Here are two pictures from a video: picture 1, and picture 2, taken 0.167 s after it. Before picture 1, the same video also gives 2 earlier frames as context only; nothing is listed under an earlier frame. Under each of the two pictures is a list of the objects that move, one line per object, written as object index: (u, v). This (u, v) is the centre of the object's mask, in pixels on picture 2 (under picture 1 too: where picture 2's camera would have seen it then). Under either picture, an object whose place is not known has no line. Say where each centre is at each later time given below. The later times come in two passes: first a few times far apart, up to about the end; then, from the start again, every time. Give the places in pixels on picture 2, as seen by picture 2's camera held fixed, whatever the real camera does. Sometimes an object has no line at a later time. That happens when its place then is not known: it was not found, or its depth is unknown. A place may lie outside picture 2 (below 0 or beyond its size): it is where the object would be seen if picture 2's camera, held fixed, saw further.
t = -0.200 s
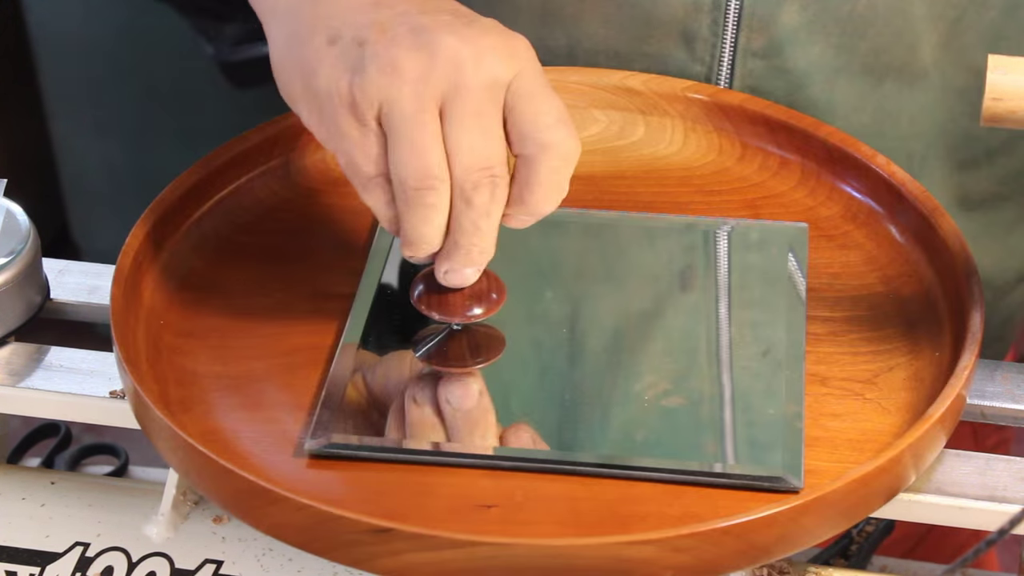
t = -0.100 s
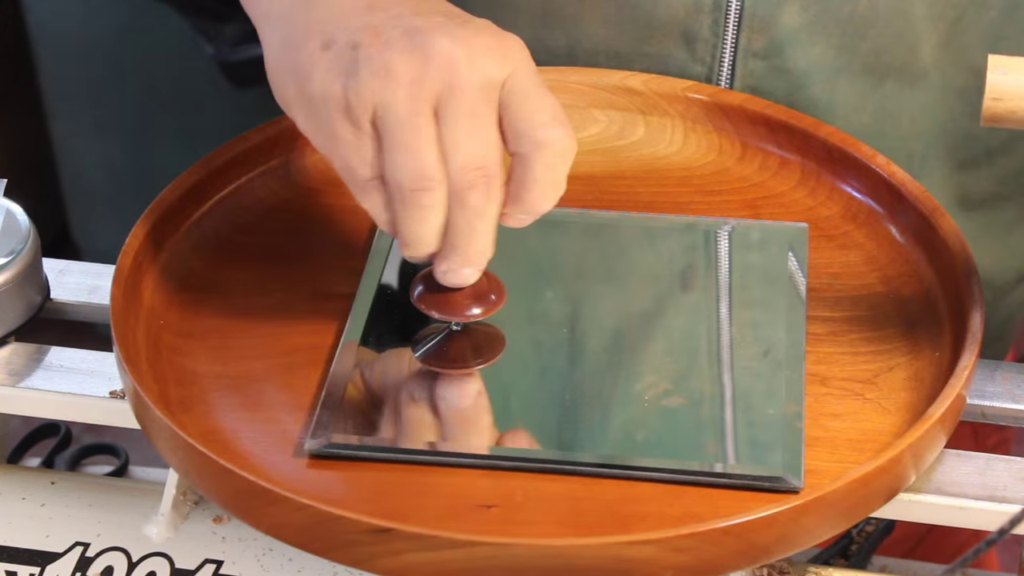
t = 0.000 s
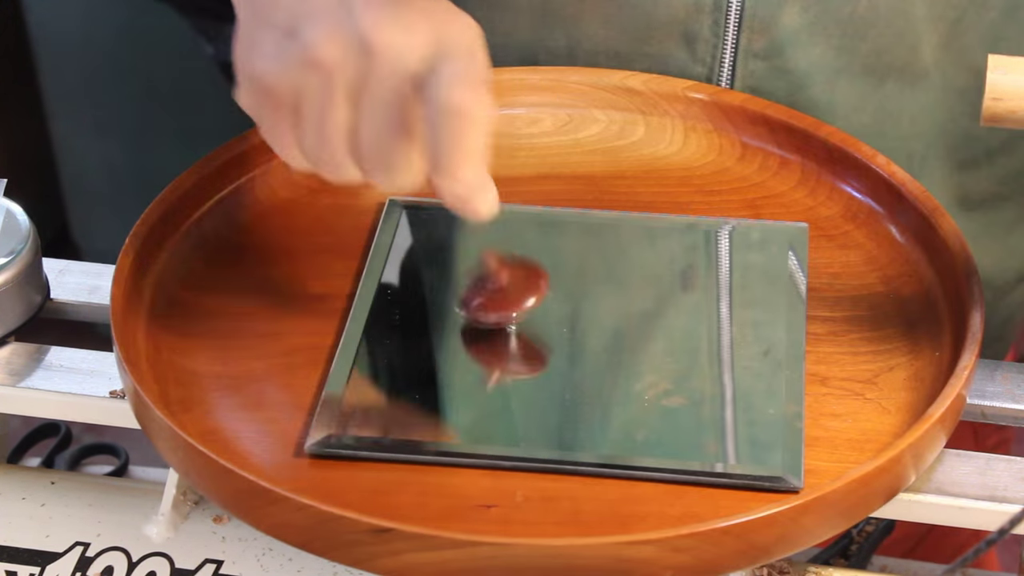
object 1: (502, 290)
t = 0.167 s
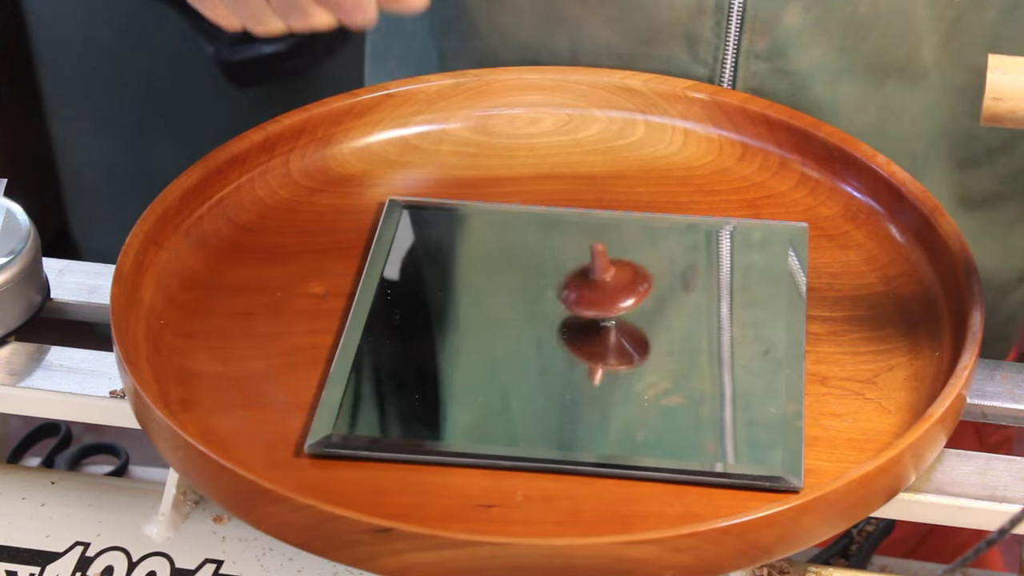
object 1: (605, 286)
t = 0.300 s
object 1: (637, 287)
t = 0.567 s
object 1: (631, 302)
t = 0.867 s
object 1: (604, 308)
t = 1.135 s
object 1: (584, 303)
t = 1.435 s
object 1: (582, 293)
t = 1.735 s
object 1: (599, 292)
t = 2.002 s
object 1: (611, 301)
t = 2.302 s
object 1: (608, 313)
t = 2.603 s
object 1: (592, 319)
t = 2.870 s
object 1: (578, 318)
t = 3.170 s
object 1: (577, 313)
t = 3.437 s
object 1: (586, 313)
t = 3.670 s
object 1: (592, 317)
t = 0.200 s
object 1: (617, 286)
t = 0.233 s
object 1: (626, 285)
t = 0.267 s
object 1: (633, 285)
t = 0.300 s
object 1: (637, 287)
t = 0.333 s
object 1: (638, 289)
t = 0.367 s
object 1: (639, 291)
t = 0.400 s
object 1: (639, 293)
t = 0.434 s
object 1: (638, 295)
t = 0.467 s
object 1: (637, 297)
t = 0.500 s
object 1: (635, 299)
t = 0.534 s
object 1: (633, 301)
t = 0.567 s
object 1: (631, 302)
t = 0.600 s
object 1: (629, 304)
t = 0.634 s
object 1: (627, 305)
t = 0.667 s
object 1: (624, 306)
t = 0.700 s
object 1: (620, 306)
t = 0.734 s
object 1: (617, 307)
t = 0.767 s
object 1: (614, 308)
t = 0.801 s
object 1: (611, 308)
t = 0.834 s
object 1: (608, 307)
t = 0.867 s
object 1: (604, 308)
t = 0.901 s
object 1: (600, 307)
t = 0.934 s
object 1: (597, 307)
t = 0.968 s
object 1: (595, 307)
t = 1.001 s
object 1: (592, 307)
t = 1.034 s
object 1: (590, 305)
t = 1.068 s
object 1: (587, 304)
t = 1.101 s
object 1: (586, 304)
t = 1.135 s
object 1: (584, 303)
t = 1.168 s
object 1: (583, 302)
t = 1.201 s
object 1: (582, 300)
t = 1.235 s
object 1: (580, 299)
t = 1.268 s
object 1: (580, 298)
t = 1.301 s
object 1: (579, 297)
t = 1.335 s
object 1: (580, 296)
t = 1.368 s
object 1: (581, 295)
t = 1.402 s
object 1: (581, 294)
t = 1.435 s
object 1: (582, 293)
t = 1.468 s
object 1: (583, 293)
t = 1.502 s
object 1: (585, 293)
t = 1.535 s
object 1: (587, 292)
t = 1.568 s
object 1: (588, 291)
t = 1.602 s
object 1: (590, 291)
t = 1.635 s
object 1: (592, 292)
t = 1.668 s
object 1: (595, 292)
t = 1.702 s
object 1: (597, 292)
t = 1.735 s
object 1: (599, 292)
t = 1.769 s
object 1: (601, 293)
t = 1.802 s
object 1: (603, 294)
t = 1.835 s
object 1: (605, 295)
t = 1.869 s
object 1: (607, 295)
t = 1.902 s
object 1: (608, 296)
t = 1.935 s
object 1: (609, 298)
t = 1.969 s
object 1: (610, 300)
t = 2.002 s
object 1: (611, 301)
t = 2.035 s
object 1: (612, 302)
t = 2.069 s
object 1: (612, 303)
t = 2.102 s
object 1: (612, 305)
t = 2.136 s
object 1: (612, 306)
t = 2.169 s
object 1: (612, 307)
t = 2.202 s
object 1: (611, 308)
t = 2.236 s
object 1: (609, 310)
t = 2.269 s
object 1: (609, 312)
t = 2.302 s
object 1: (608, 313)
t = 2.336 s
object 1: (607, 313)
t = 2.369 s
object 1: (605, 314)
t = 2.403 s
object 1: (603, 316)
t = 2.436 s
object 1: (602, 317)
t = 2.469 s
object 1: (600, 318)
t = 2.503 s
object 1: (598, 317)
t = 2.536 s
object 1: (595, 318)
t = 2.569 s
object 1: (593, 319)
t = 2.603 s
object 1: (592, 319)
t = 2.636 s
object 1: (590, 319)
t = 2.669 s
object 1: (587, 319)
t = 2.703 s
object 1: (585, 319)
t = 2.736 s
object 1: (583, 319)
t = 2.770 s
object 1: (582, 319)
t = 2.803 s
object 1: (580, 318)
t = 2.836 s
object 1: (578, 318)
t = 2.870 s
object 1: (578, 318)
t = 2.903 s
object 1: (577, 317)
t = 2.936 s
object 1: (577, 316)
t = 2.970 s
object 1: (576, 316)
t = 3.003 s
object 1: (575, 316)
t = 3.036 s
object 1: (576, 315)
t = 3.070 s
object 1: (576, 314)
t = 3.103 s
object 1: (576, 313)
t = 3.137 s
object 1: (576, 313)
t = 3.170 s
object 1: (577, 313)
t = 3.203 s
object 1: (578, 312)
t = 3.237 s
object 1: (578, 312)
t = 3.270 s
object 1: (579, 312)
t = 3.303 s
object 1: (581, 312)
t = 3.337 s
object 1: (583, 311)
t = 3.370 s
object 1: (583, 311)
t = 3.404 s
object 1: (584, 312)
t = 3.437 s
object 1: (586, 313)
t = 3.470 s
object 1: (587, 313)
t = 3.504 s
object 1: (588, 313)
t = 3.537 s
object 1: (589, 314)
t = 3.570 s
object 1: (590, 315)
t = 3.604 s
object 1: (592, 316)
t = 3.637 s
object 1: (592, 316)
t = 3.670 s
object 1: (592, 317)
